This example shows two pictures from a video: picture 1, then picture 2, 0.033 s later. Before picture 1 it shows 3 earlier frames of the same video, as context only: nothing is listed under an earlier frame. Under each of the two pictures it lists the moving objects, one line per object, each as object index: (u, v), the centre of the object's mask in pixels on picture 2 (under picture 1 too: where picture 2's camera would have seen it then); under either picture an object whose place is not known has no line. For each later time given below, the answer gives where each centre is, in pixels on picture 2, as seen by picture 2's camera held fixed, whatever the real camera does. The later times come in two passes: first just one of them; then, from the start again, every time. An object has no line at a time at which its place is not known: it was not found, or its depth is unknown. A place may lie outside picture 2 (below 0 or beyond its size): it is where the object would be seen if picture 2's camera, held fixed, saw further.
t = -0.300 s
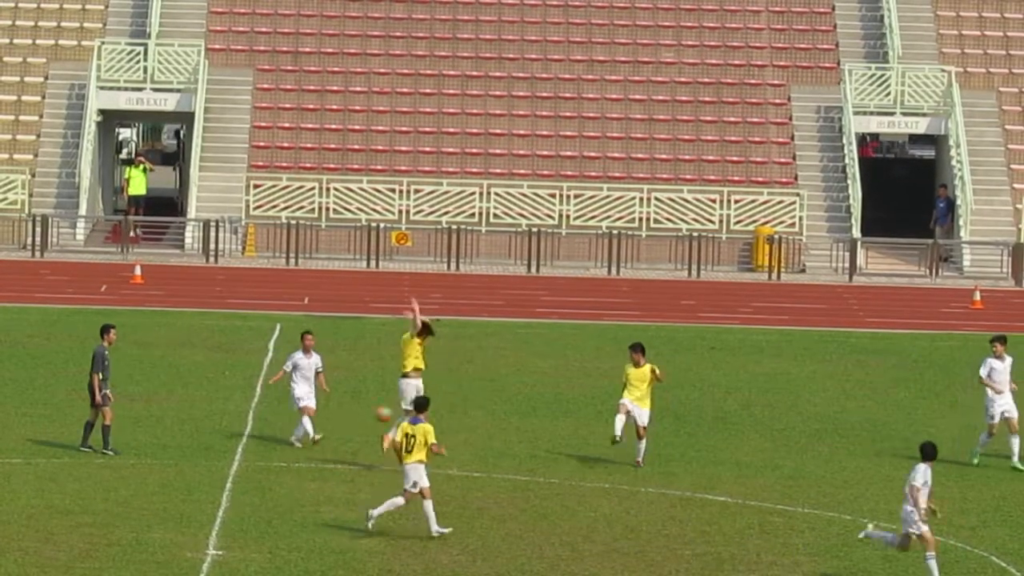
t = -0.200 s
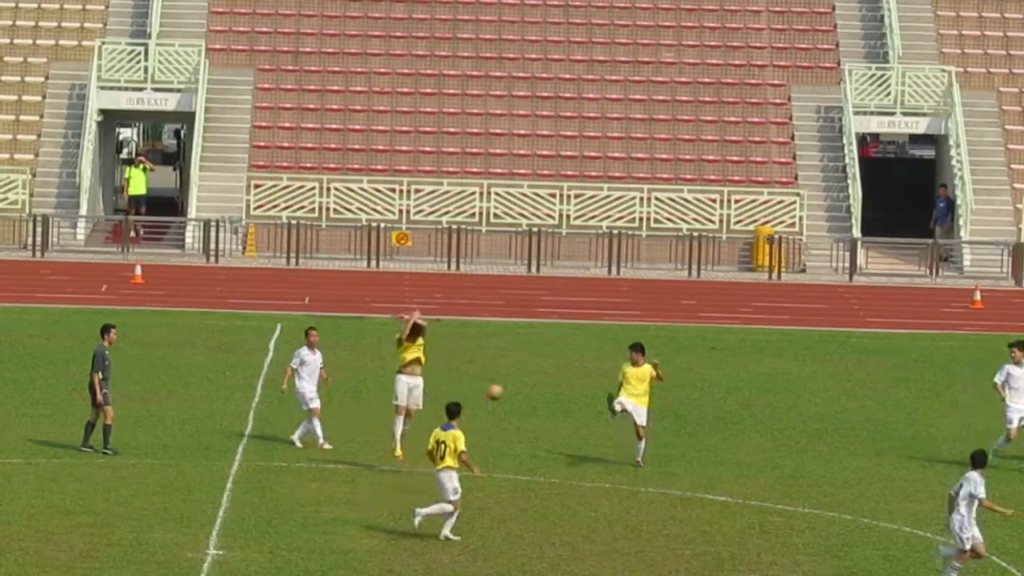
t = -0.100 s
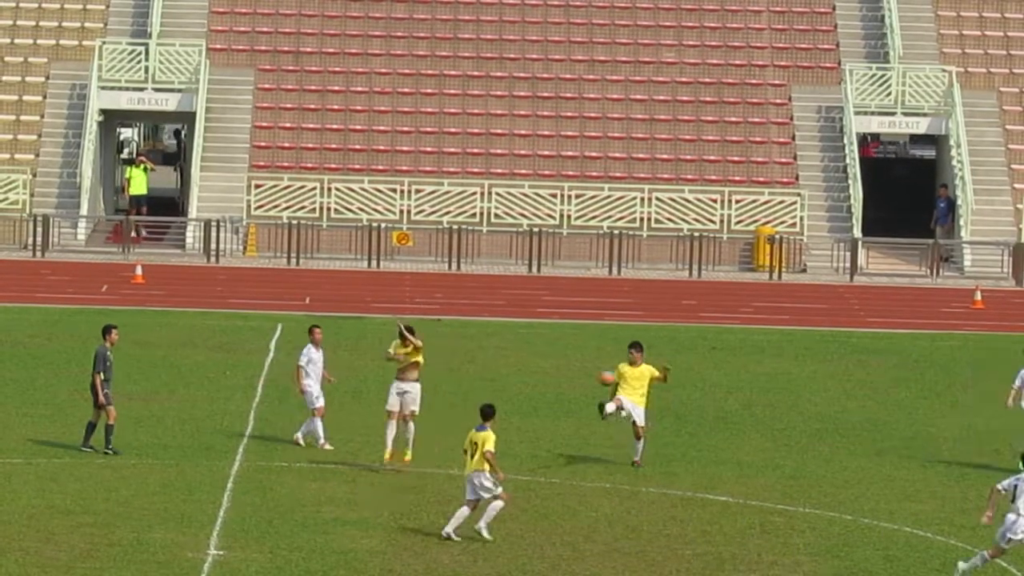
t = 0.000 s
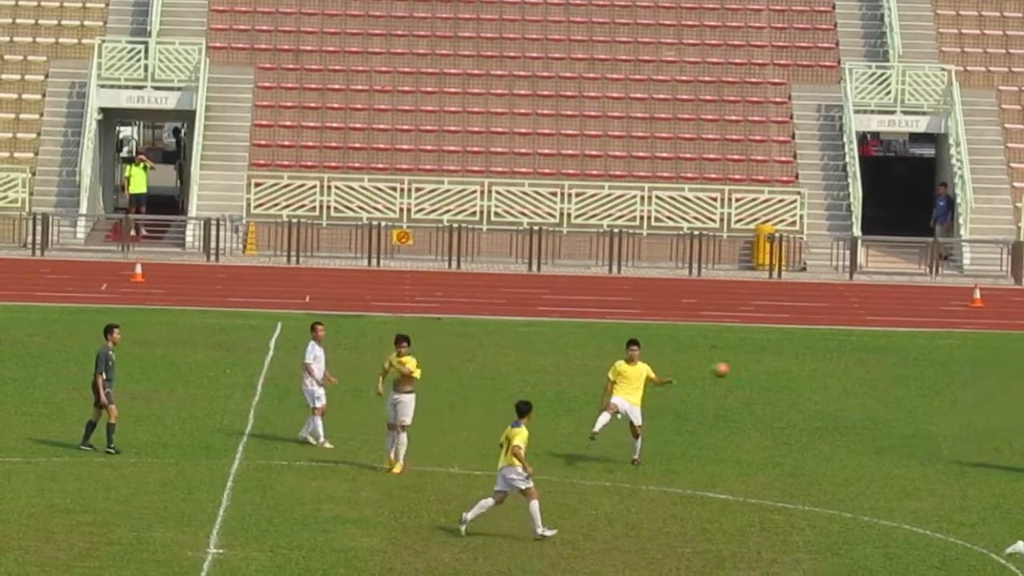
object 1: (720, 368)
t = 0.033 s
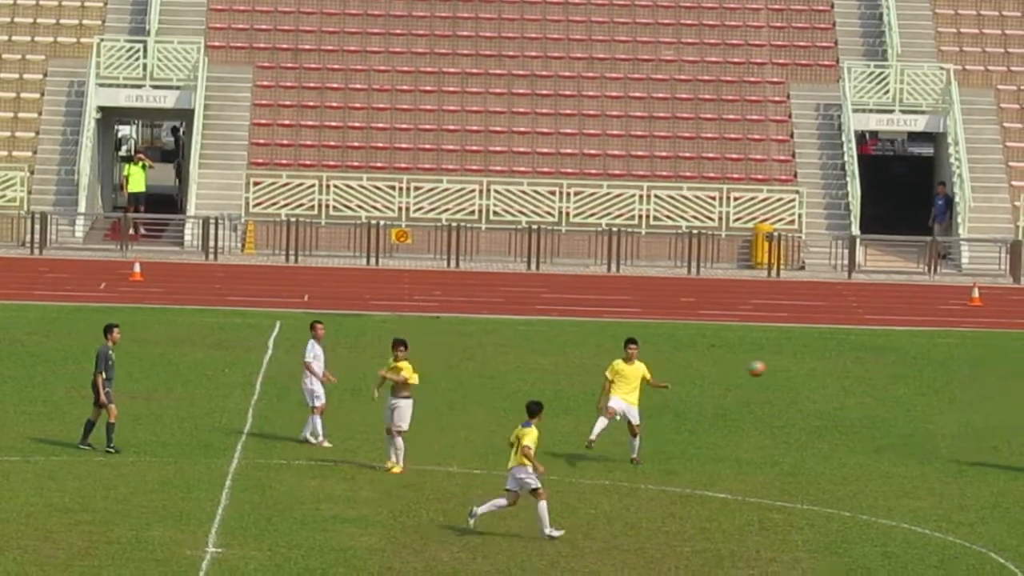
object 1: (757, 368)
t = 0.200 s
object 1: (946, 380)
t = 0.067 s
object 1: (794, 368)
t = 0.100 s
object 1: (832, 370)
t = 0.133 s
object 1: (870, 372)
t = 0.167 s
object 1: (909, 375)
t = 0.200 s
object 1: (946, 380)
